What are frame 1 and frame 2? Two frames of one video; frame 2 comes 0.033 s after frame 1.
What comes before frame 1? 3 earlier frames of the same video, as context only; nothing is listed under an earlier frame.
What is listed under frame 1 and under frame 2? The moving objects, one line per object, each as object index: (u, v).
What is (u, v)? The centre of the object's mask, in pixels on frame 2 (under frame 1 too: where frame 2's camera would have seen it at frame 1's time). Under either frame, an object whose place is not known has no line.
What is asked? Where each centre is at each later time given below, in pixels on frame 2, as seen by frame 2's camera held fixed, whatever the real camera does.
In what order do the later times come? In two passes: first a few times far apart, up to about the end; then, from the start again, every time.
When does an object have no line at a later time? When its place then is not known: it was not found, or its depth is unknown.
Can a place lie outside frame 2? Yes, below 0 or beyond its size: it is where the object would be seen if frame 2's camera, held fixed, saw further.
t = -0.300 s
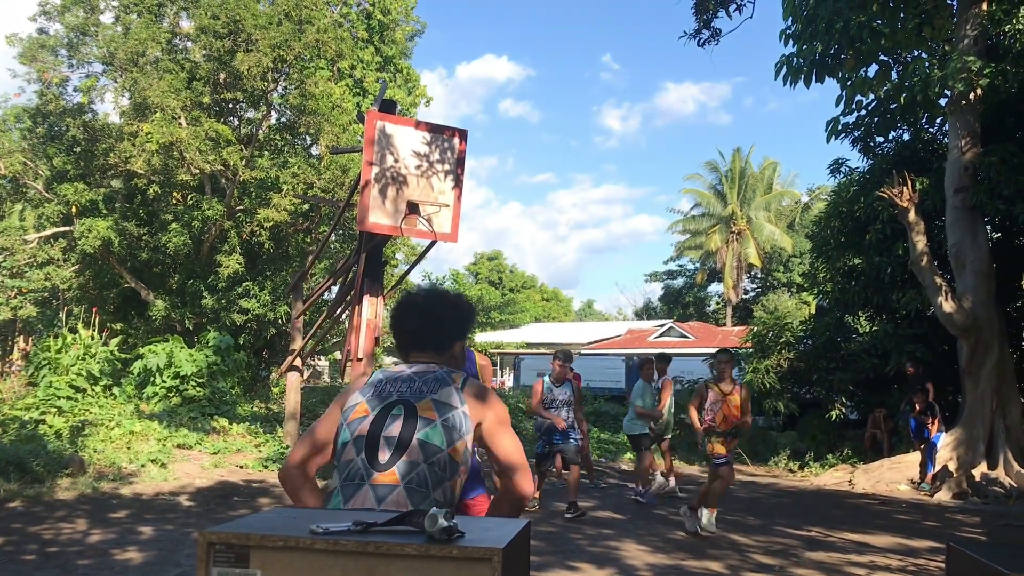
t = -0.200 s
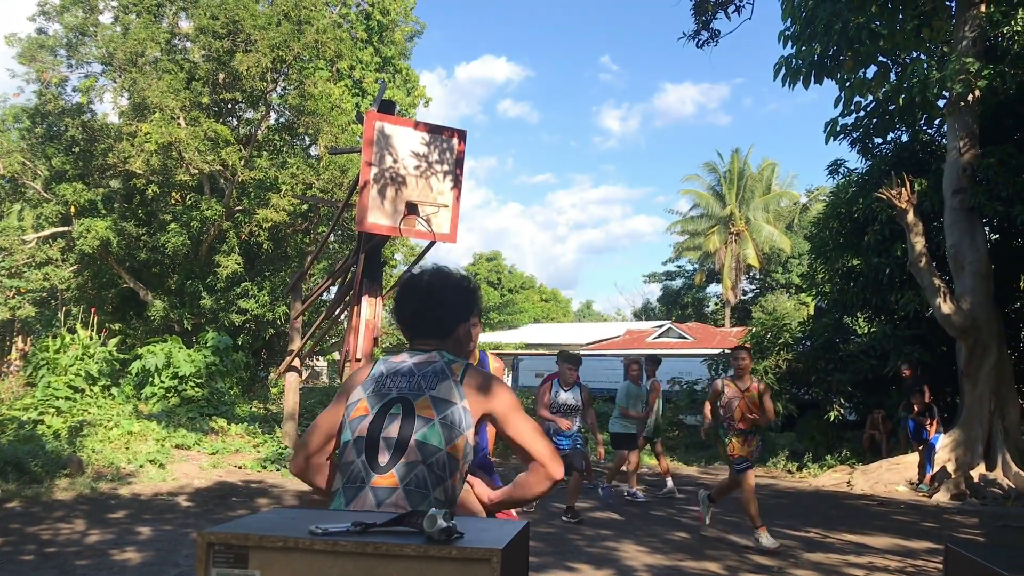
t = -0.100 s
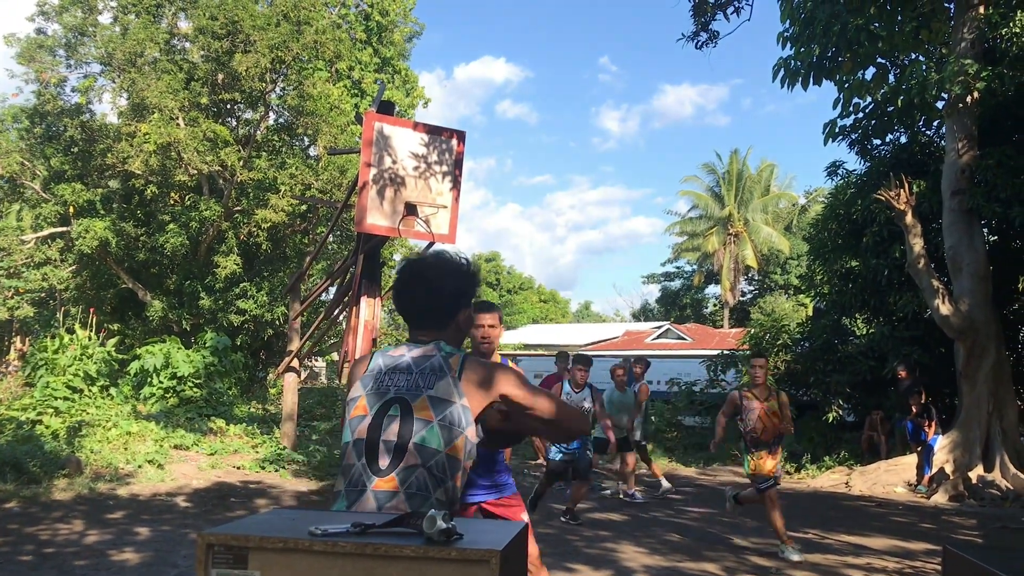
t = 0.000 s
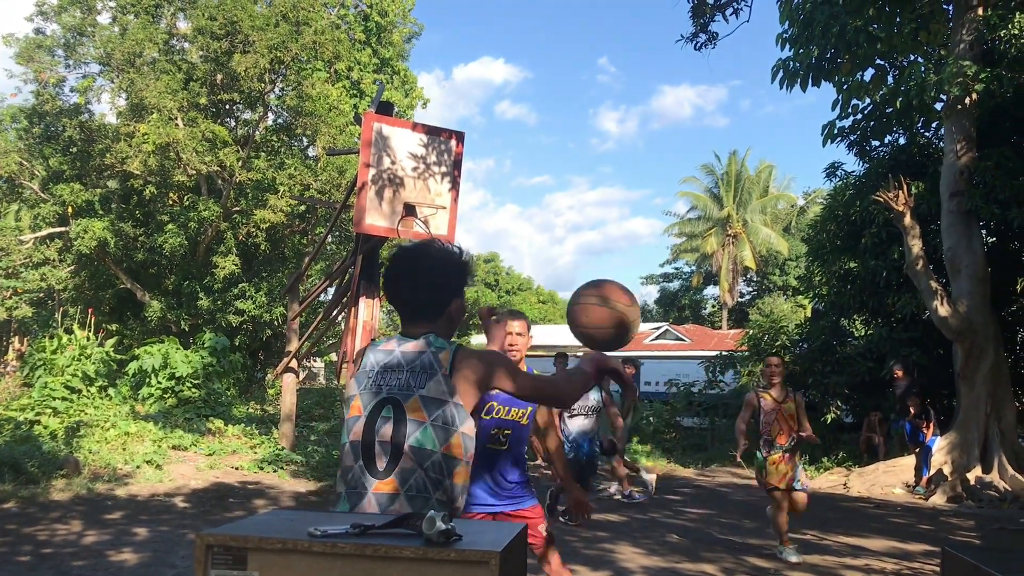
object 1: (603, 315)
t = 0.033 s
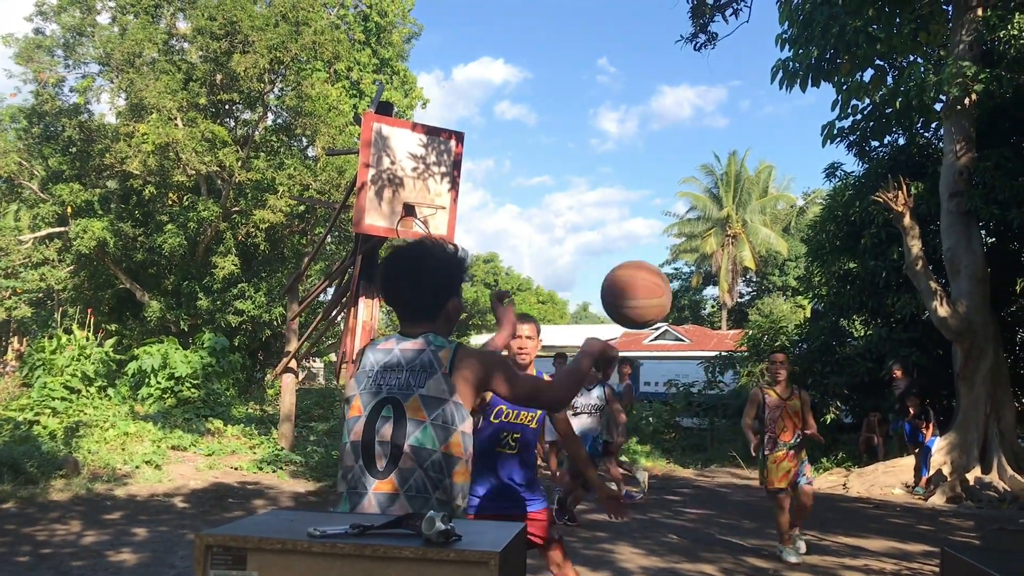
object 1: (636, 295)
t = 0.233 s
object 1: (782, 251)
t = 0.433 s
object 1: (875, 291)
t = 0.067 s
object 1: (666, 279)
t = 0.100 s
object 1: (694, 267)
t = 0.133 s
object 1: (719, 258)
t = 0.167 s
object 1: (742, 253)
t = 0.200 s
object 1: (763, 251)
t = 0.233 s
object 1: (782, 251)
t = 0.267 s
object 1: (800, 253)
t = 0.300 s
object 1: (818, 257)
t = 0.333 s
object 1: (832, 263)
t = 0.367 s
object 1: (848, 271)
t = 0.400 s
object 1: (862, 280)
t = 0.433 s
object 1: (875, 291)
